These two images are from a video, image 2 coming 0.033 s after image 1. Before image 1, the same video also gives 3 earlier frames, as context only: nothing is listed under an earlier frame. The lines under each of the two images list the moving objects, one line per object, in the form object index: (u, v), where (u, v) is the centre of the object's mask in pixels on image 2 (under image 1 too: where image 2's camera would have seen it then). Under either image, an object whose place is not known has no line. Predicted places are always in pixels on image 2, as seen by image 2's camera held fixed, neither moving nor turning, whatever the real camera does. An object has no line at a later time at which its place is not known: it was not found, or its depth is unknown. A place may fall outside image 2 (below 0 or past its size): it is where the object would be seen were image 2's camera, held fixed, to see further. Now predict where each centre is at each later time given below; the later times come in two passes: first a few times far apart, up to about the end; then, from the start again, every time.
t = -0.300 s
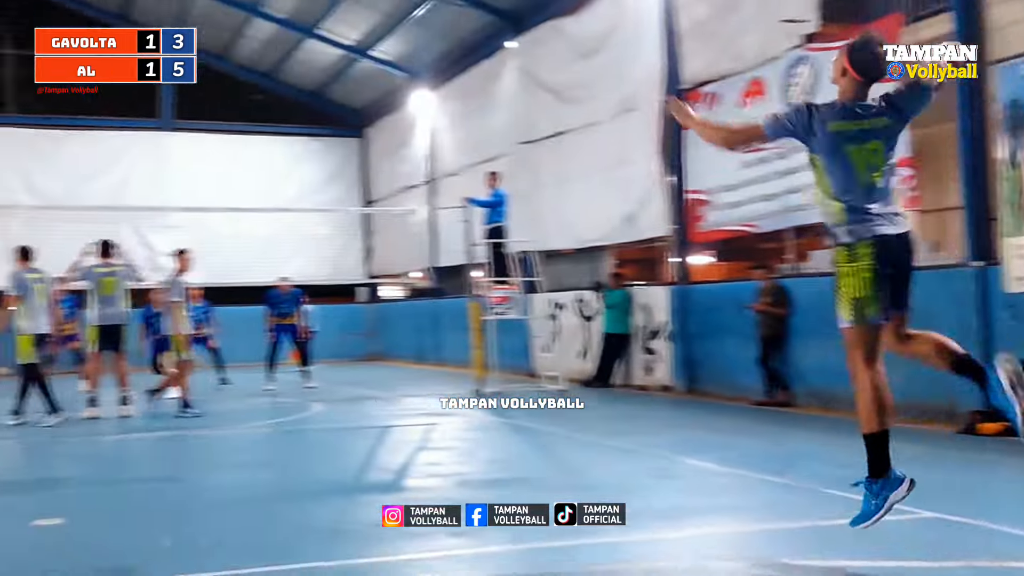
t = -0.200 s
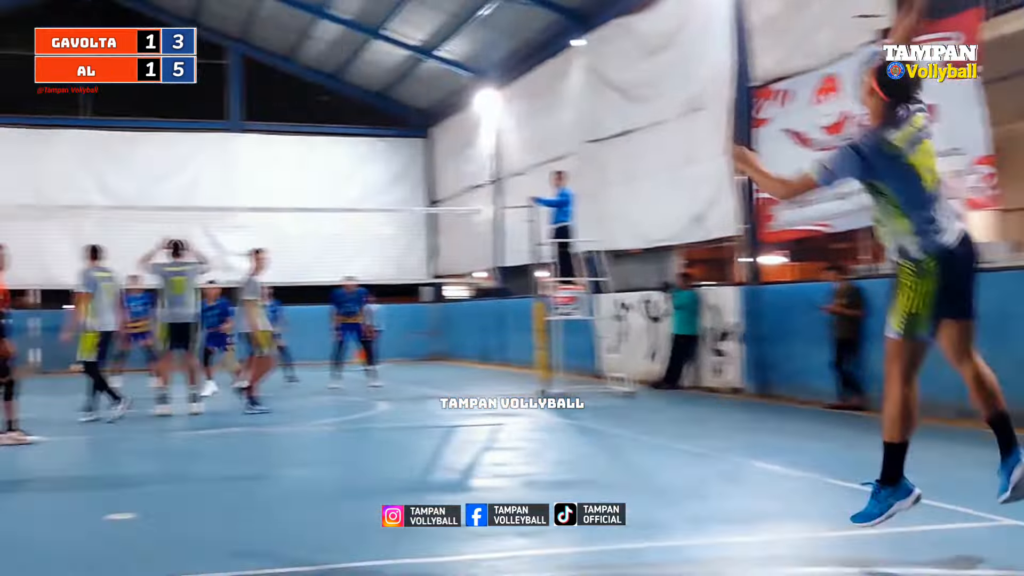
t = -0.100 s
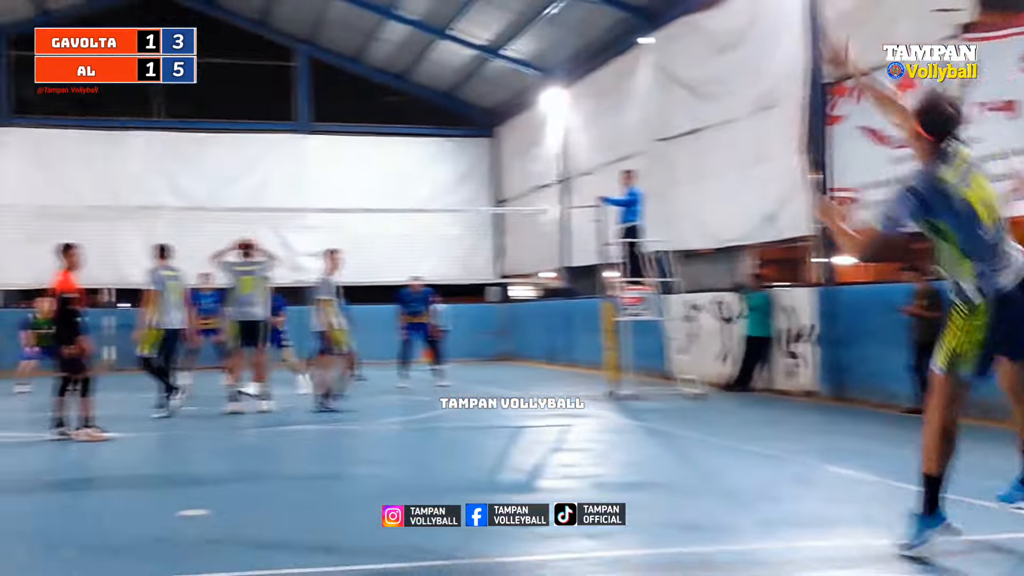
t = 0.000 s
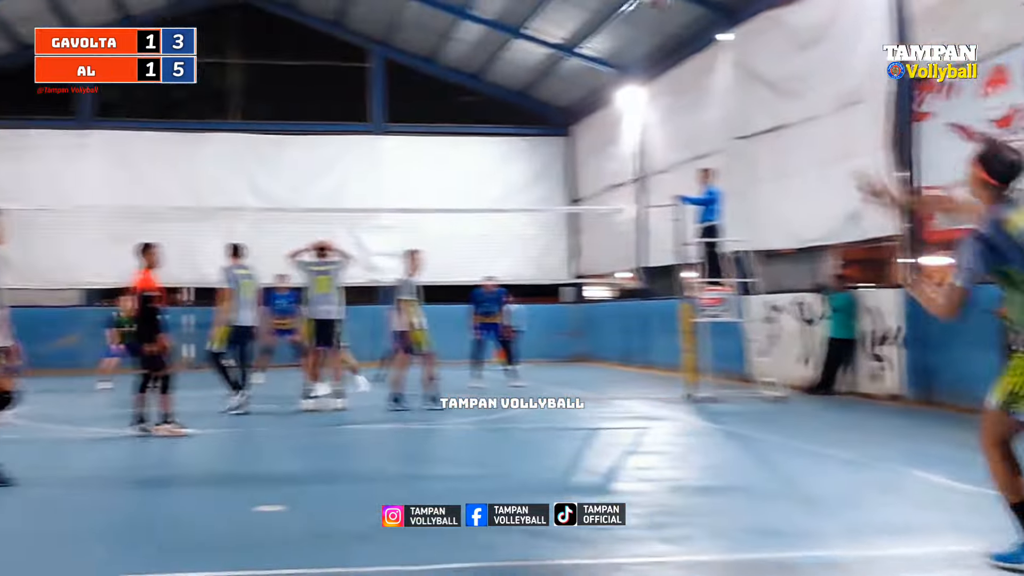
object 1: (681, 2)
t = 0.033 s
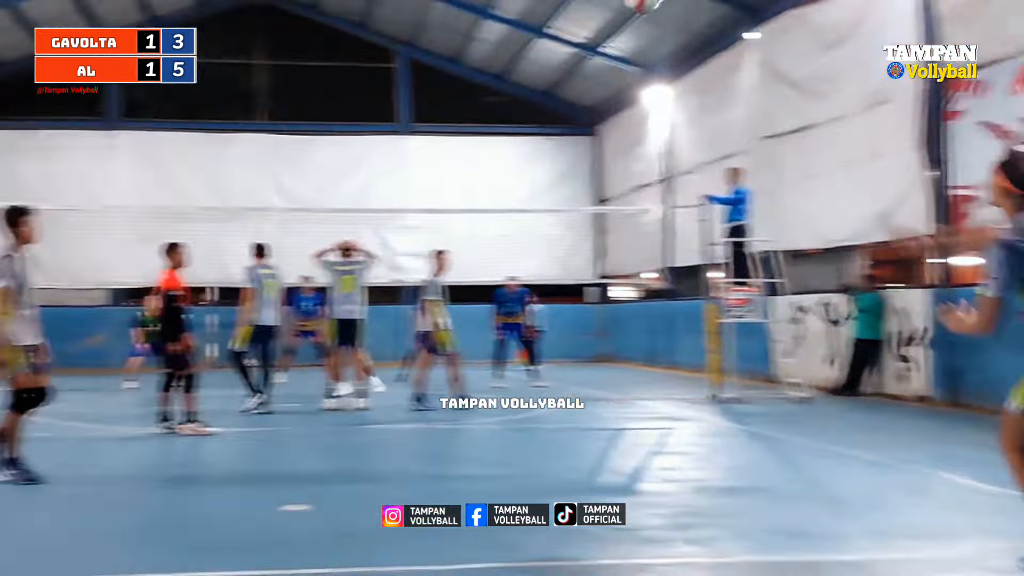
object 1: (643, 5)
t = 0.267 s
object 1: (458, 53)
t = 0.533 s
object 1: (357, 128)
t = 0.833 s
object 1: (278, 235)
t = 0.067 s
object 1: (605, 10)
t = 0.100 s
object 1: (571, 14)
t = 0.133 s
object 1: (544, 20)
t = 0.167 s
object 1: (517, 29)
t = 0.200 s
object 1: (494, 37)
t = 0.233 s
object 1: (476, 43)
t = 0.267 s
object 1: (458, 53)
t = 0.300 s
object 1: (442, 61)
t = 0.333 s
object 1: (427, 70)
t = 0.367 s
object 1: (412, 79)
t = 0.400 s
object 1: (400, 88)
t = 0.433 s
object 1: (388, 99)
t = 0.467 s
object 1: (376, 109)
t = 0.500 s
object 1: (366, 118)
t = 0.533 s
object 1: (357, 128)
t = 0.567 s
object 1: (346, 140)
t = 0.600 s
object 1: (335, 152)
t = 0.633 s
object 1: (325, 164)
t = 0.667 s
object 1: (317, 175)
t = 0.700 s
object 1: (309, 186)
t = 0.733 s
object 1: (300, 199)
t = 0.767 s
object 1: (293, 210)
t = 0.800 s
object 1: (285, 221)
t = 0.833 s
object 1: (278, 235)
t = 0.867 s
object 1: (271, 246)
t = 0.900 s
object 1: (264, 258)
